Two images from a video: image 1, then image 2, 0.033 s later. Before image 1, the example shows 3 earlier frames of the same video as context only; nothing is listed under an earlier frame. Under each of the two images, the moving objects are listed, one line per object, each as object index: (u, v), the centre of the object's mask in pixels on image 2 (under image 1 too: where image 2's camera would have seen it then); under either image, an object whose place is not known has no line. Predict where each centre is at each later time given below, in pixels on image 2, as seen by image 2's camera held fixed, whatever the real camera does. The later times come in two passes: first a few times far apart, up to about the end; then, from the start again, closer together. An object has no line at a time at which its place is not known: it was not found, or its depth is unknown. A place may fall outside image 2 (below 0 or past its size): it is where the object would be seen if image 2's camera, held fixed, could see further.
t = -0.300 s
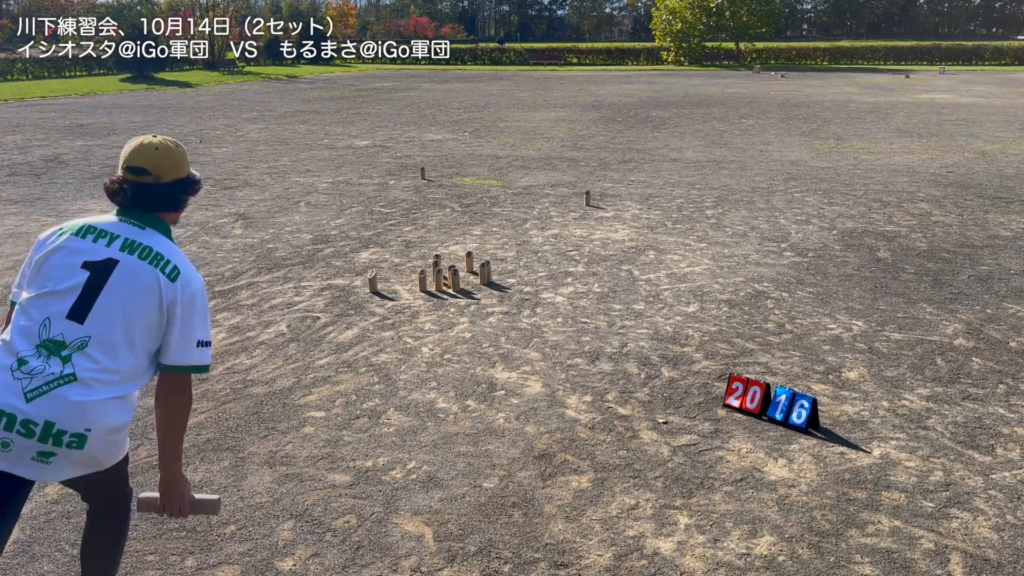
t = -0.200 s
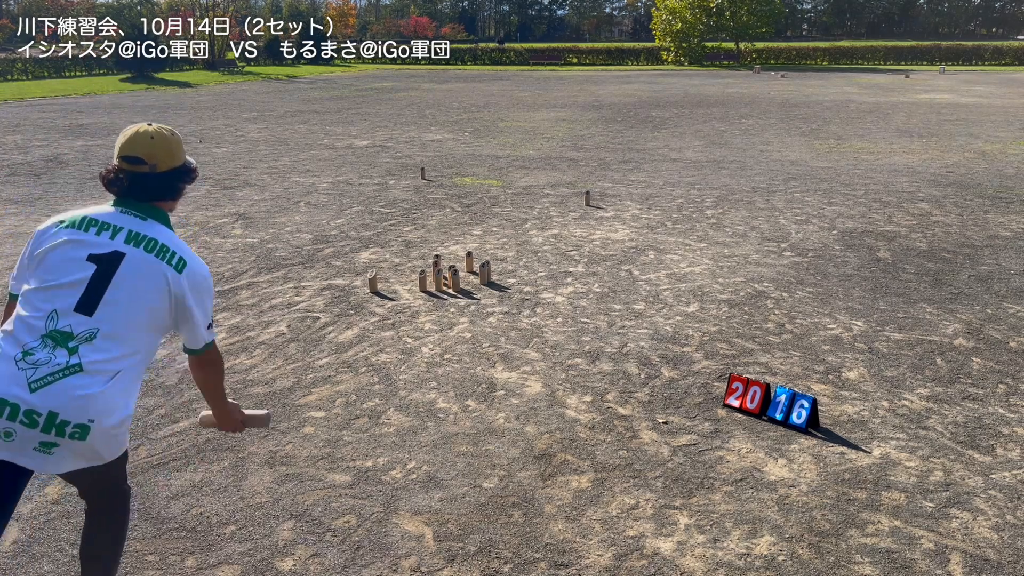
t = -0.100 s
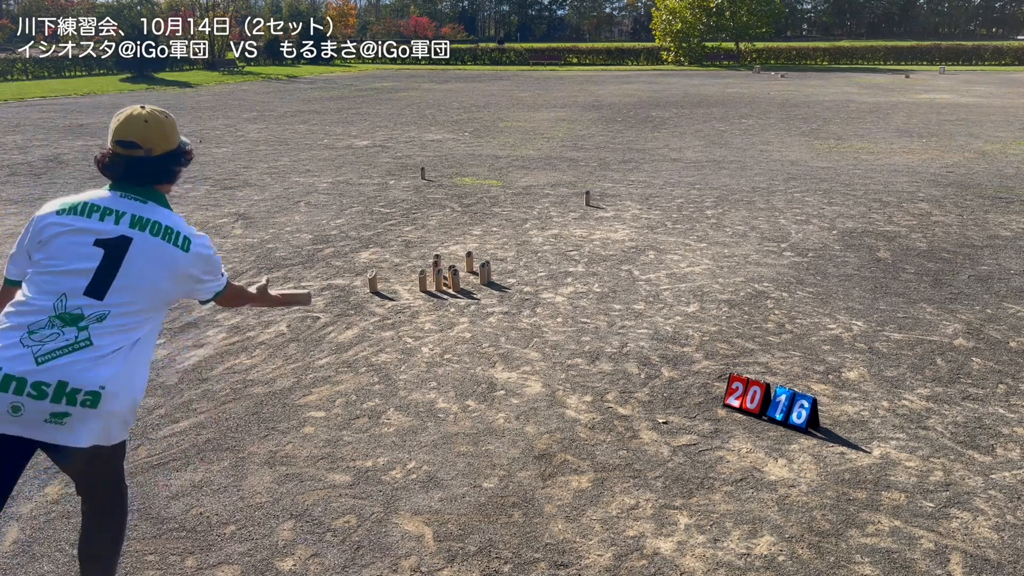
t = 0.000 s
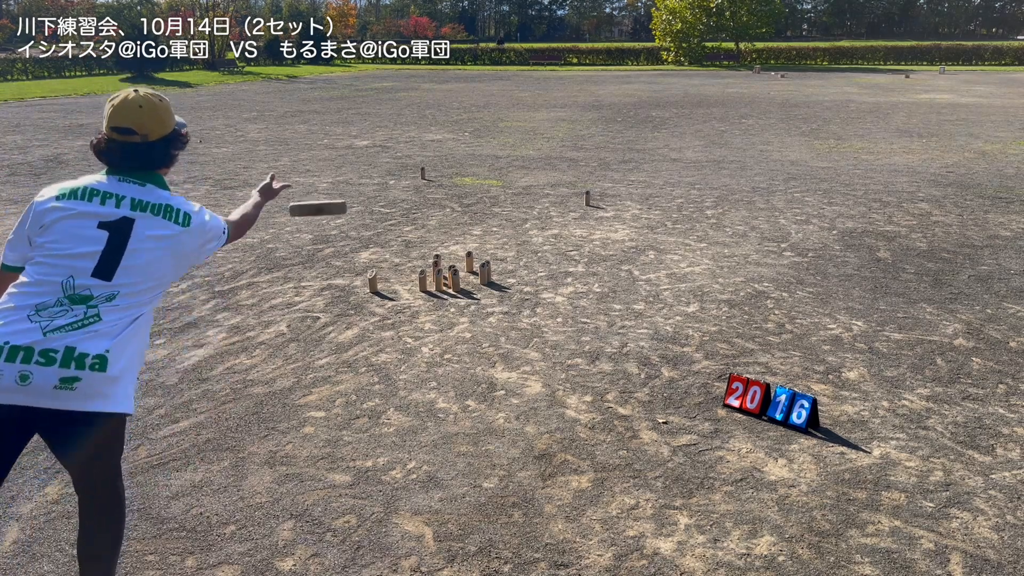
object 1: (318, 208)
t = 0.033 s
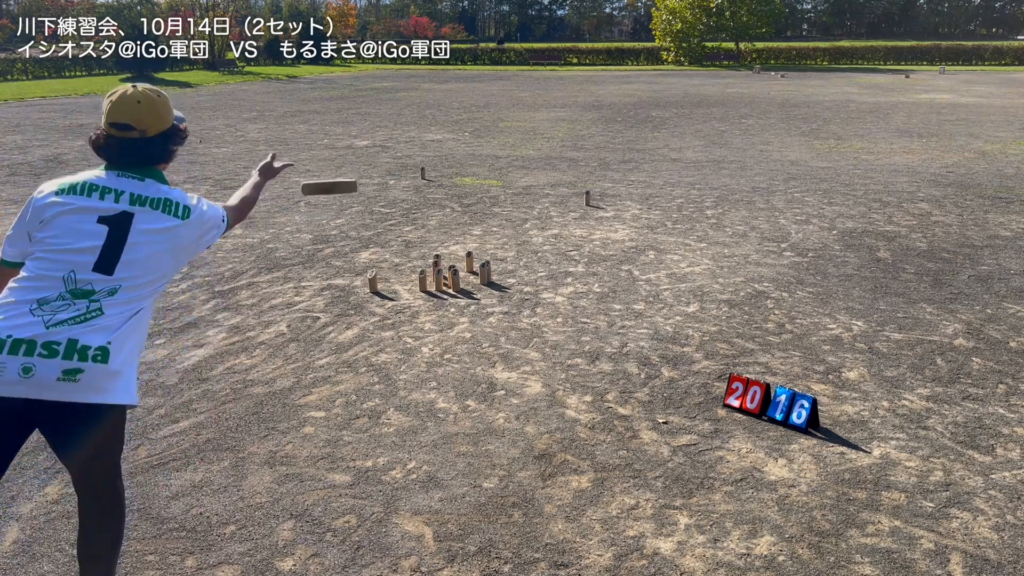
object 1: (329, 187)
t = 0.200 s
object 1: (379, 133)
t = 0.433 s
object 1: (431, 158)
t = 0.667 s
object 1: (469, 250)
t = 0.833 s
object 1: (490, 261)
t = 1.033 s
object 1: (499, 259)
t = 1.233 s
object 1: (507, 256)
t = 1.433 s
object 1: (514, 254)
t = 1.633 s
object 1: (519, 253)
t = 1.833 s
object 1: (523, 251)
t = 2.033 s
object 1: (524, 250)
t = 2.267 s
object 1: (525, 250)
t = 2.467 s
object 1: (524, 251)
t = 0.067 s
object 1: (340, 170)
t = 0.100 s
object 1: (350, 156)
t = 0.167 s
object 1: (370, 137)
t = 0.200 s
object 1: (379, 133)
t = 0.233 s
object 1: (387, 130)
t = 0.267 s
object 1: (396, 130)
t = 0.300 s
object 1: (403, 133)
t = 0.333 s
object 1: (411, 136)
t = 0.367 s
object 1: (418, 142)
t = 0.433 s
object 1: (431, 158)
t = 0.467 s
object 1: (437, 168)
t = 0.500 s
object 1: (443, 179)
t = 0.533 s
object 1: (449, 192)
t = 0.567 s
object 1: (454, 205)
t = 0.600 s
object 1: (459, 219)
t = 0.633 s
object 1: (464, 234)
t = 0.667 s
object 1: (469, 250)
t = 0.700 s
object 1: (473, 258)
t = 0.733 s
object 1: (479, 259)
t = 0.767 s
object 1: (483, 261)
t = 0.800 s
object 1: (488, 262)
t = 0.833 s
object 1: (490, 261)
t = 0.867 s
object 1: (493, 261)
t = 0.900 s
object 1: (494, 260)
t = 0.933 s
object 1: (495, 260)
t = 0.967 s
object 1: (497, 260)
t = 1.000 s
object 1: (498, 260)
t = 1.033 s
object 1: (499, 259)
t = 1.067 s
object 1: (501, 258)
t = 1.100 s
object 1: (502, 258)
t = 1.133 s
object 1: (503, 258)
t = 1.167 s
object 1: (505, 257)
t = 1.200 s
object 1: (506, 257)
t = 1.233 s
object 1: (507, 256)
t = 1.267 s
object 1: (509, 256)
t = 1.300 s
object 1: (510, 255)
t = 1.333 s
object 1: (511, 255)
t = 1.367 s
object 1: (512, 255)
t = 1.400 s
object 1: (513, 254)
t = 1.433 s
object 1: (514, 254)
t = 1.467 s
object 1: (515, 254)
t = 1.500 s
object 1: (516, 253)
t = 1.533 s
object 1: (516, 253)
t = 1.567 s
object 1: (518, 253)
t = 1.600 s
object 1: (518, 253)
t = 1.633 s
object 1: (519, 253)
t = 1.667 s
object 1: (519, 252)
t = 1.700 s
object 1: (520, 252)
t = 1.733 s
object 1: (521, 252)
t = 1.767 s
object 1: (522, 252)
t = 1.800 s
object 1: (522, 251)
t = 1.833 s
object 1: (523, 251)
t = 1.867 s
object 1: (523, 251)
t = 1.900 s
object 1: (524, 251)
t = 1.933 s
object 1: (524, 251)
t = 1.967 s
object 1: (524, 250)
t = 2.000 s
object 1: (524, 250)
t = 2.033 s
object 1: (524, 250)
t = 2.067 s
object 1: (525, 251)
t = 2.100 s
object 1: (525, 250)
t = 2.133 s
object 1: (525, 250)
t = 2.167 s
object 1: (525, 250)
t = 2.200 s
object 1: (525, 250)
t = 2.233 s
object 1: (525, 250)
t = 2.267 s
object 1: (525, 250)
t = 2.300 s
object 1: (525, 251)
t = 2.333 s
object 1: (525, 250)
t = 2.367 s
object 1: (525, 250)
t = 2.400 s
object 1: (525, 250)
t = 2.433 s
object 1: (525, 251)
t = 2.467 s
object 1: (524, 251)
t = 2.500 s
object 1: (524, 251)
